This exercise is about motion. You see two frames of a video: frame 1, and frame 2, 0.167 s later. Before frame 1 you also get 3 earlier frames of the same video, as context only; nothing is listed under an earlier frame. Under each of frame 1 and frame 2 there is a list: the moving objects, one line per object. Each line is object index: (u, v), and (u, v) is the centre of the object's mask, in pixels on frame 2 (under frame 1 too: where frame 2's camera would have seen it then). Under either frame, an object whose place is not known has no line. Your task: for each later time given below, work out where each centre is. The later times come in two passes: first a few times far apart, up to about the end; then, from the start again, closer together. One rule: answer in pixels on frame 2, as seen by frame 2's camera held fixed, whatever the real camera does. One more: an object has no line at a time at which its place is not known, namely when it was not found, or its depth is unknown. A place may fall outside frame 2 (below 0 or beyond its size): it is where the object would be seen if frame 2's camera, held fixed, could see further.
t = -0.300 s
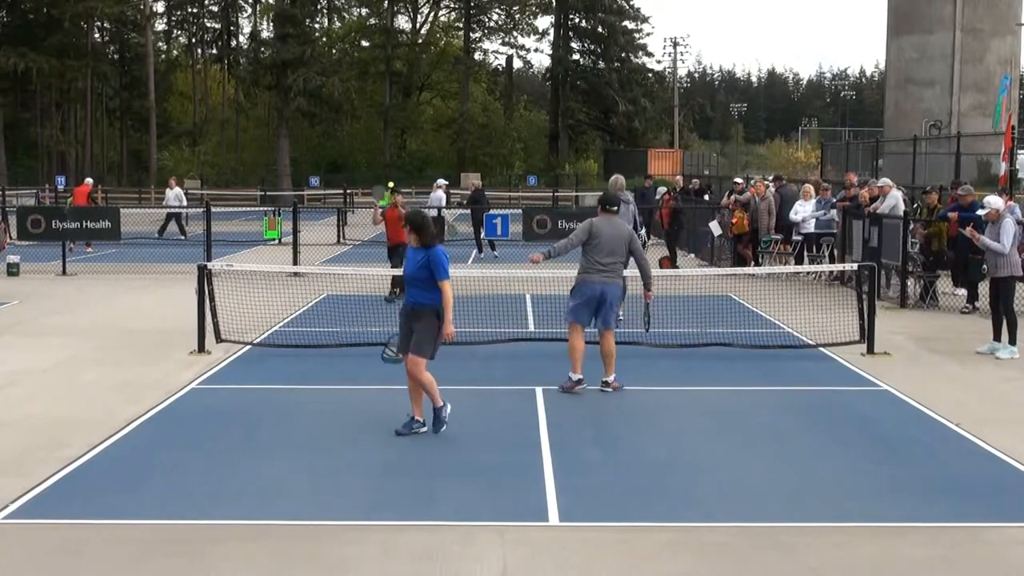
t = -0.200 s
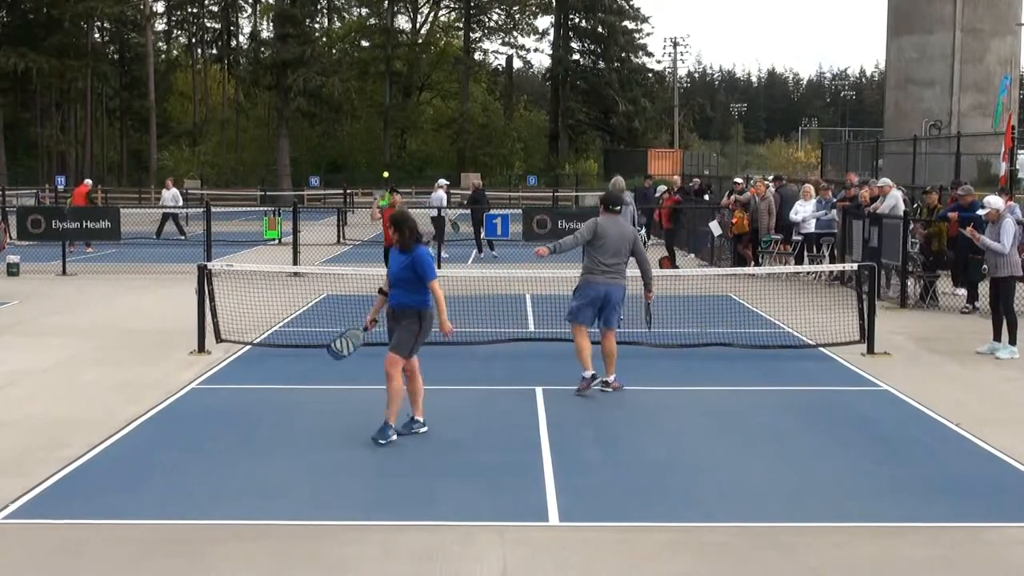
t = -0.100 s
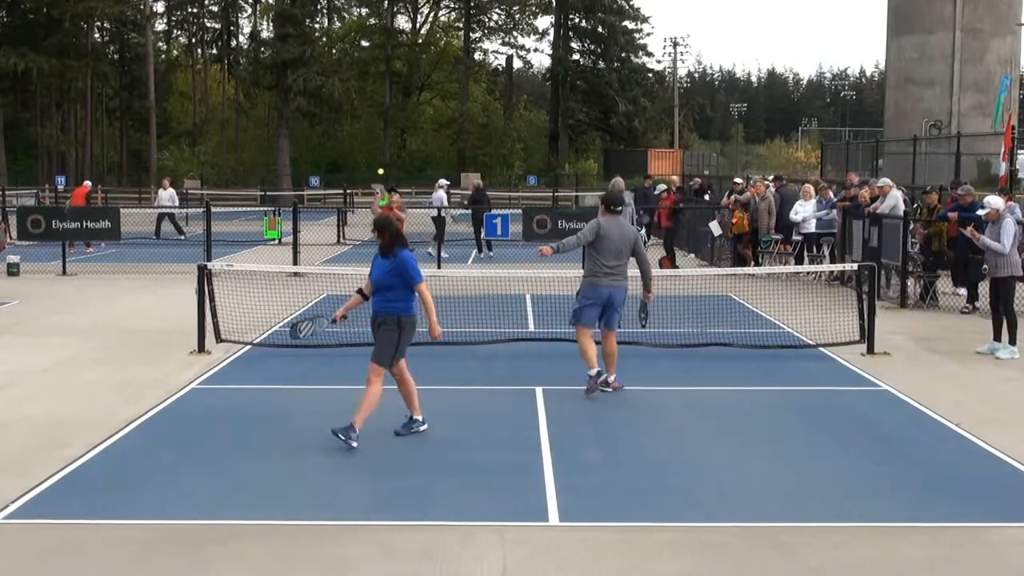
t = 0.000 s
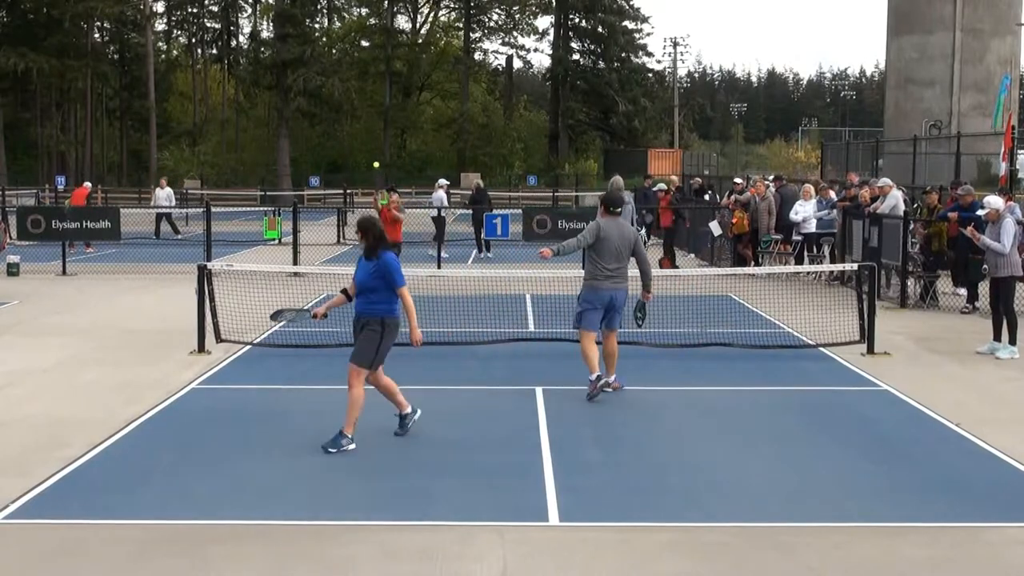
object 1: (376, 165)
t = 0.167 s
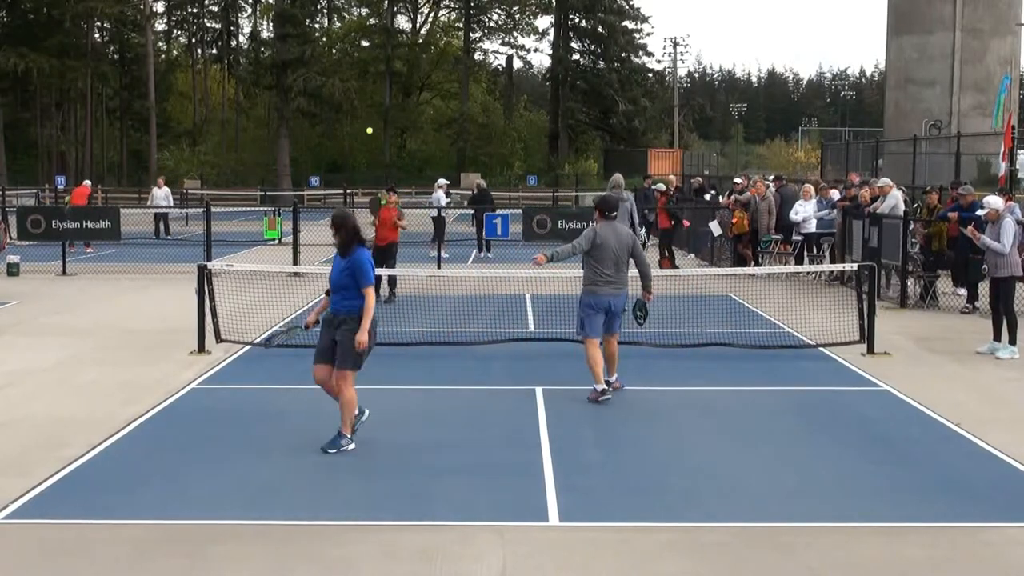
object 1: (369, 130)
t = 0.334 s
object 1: (360, 113)
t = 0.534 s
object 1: (344, 124)
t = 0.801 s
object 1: (315, 207)
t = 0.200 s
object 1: (368, 125)
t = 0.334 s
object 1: (360, 113)
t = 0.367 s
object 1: (357, 112)
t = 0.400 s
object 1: (355, 113)
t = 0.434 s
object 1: (353, 114)
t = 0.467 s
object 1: (350, 116)
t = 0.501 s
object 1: (347, 120)
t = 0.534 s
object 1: (344, 124)
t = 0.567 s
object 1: (342, 130)
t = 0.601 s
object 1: (338, 137)
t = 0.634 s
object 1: (335, 145)
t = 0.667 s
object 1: (331, 155)
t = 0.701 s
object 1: (328, 165)
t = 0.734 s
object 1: (324, 178)
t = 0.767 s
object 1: (320, 192)
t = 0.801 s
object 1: (315, 207)
